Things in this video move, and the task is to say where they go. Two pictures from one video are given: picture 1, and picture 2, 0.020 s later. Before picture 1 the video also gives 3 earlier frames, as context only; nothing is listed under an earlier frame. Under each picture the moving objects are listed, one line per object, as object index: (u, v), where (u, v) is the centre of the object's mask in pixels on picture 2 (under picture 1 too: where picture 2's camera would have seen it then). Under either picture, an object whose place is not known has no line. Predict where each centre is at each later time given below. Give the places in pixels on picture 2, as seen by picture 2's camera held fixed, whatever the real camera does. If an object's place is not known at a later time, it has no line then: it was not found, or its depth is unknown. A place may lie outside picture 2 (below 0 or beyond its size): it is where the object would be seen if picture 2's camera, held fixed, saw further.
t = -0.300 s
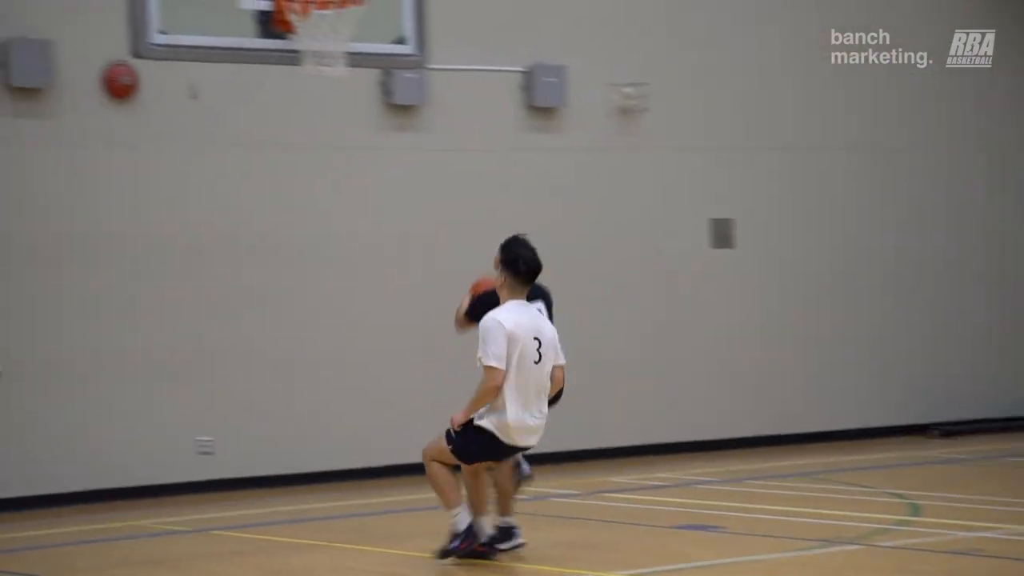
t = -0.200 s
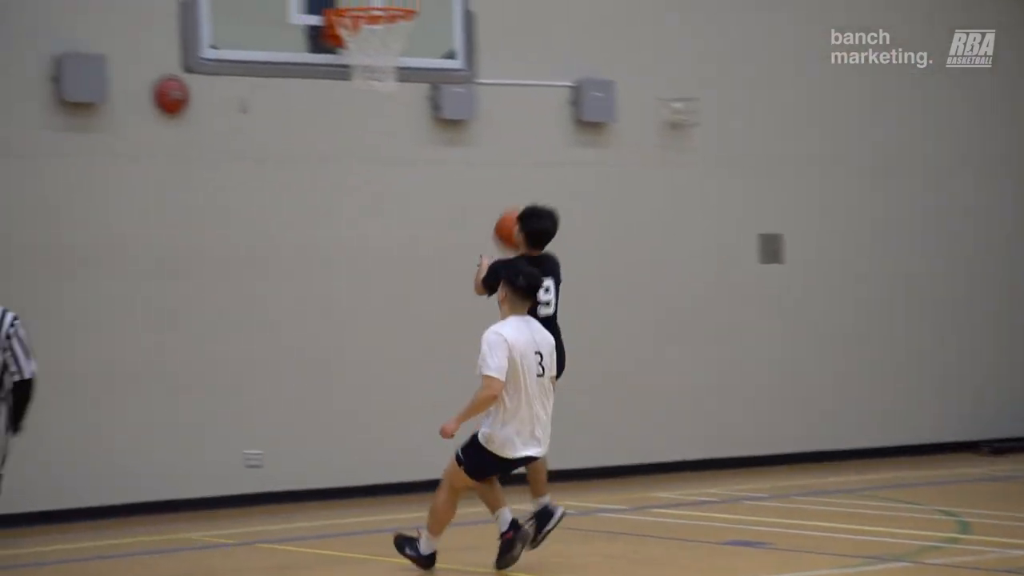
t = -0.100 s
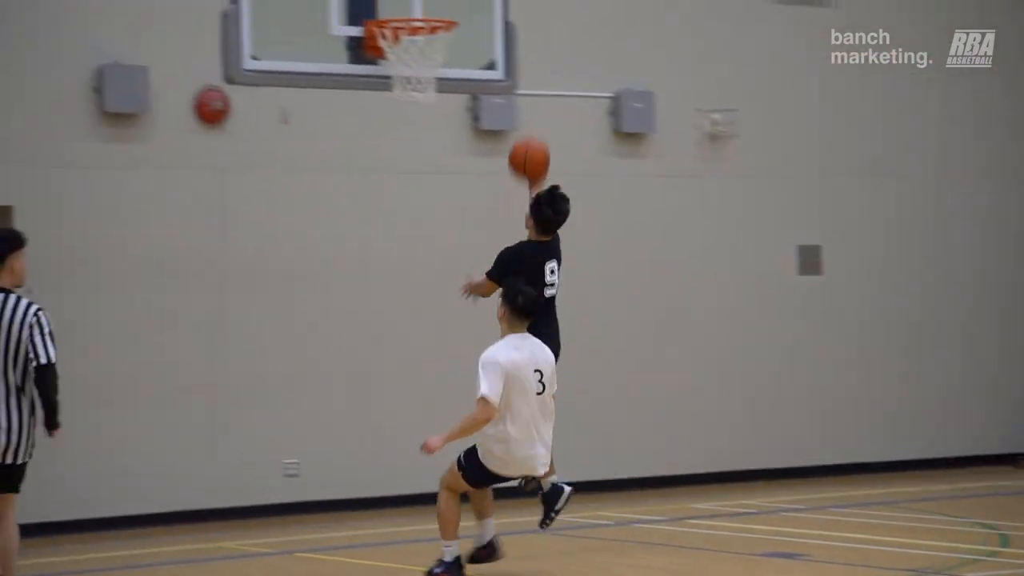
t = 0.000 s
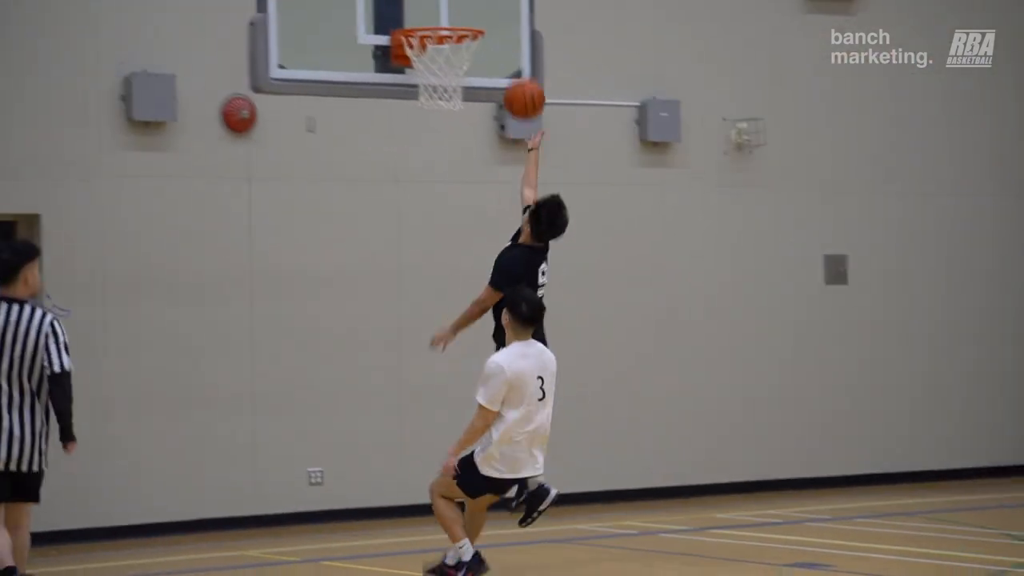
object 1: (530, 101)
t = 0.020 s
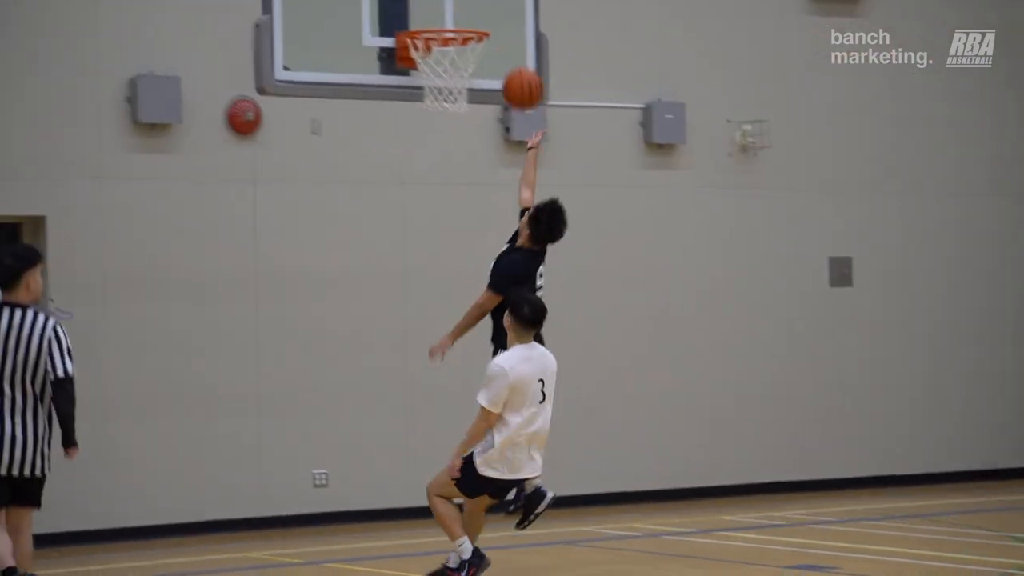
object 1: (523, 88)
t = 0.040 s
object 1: (516, 77)
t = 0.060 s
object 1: (510, 66)
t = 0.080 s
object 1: (504, 57)
